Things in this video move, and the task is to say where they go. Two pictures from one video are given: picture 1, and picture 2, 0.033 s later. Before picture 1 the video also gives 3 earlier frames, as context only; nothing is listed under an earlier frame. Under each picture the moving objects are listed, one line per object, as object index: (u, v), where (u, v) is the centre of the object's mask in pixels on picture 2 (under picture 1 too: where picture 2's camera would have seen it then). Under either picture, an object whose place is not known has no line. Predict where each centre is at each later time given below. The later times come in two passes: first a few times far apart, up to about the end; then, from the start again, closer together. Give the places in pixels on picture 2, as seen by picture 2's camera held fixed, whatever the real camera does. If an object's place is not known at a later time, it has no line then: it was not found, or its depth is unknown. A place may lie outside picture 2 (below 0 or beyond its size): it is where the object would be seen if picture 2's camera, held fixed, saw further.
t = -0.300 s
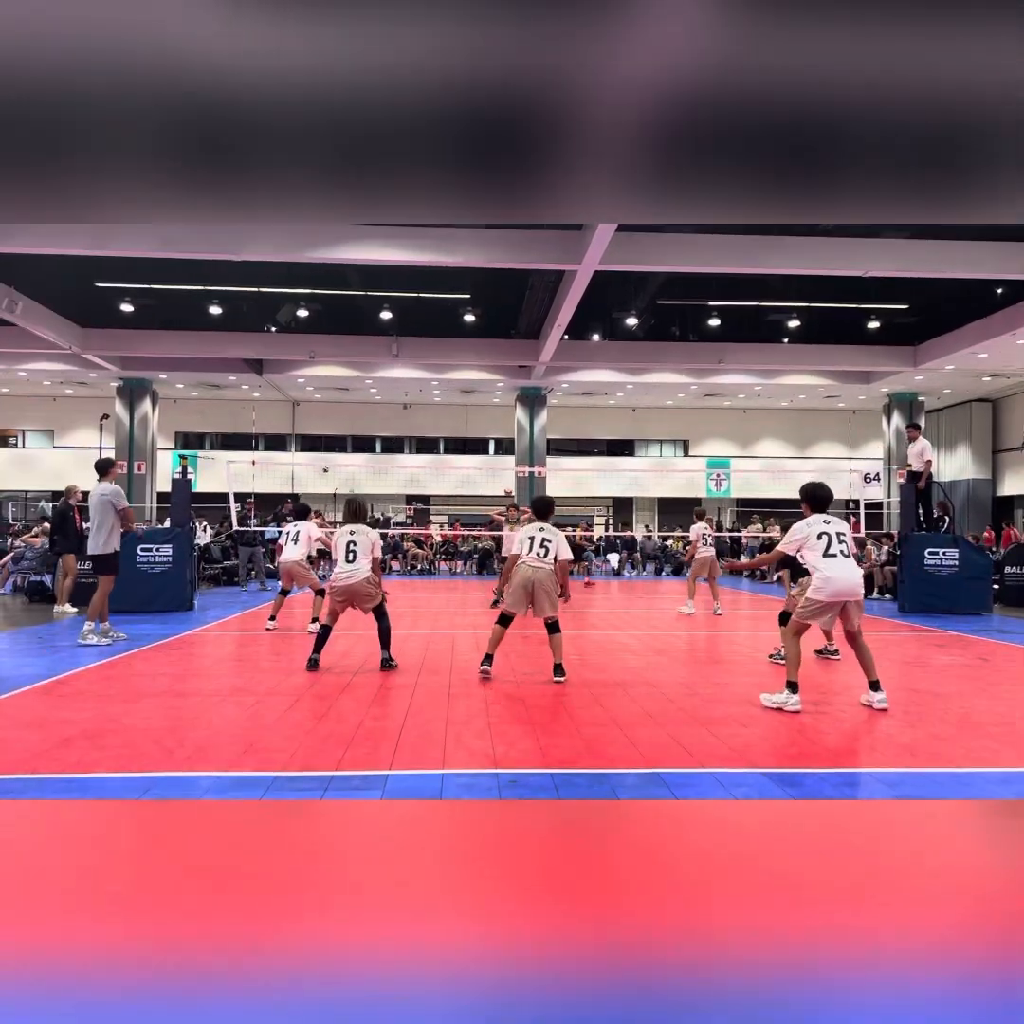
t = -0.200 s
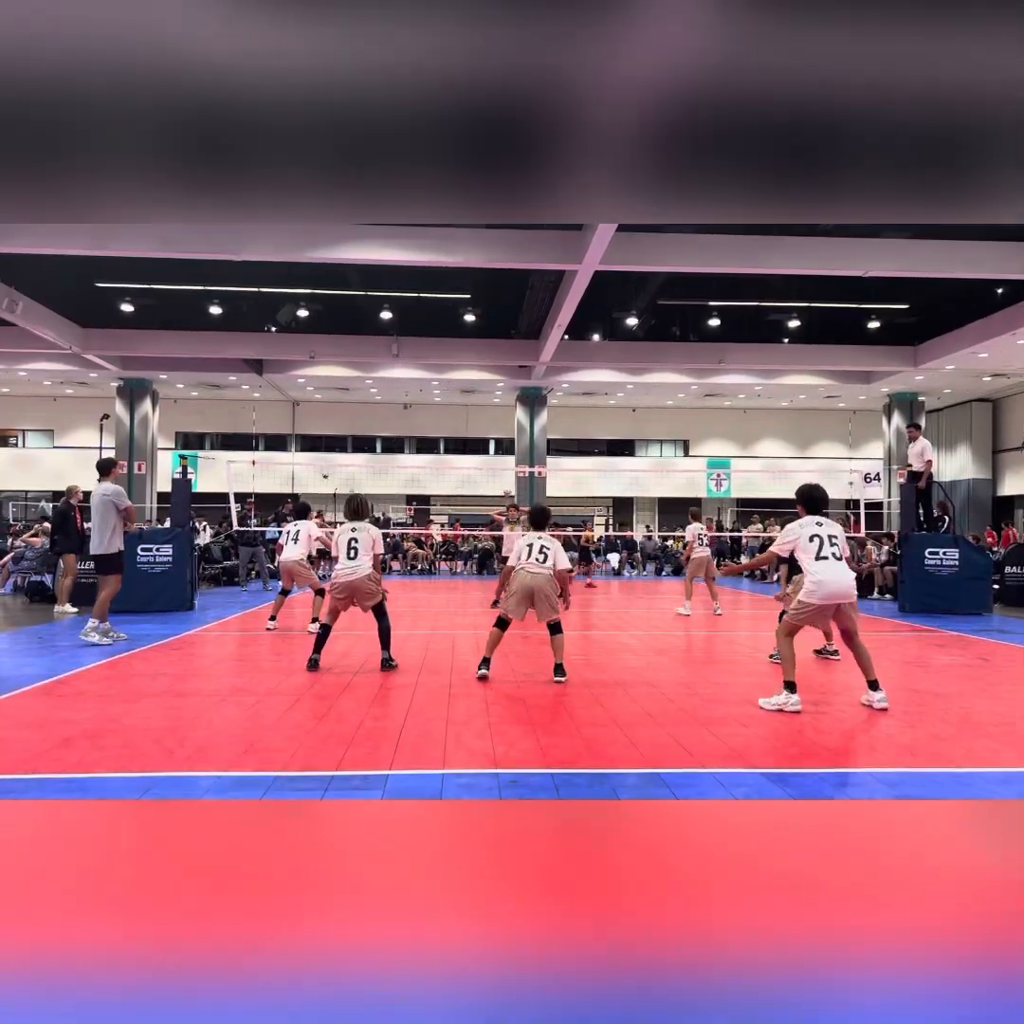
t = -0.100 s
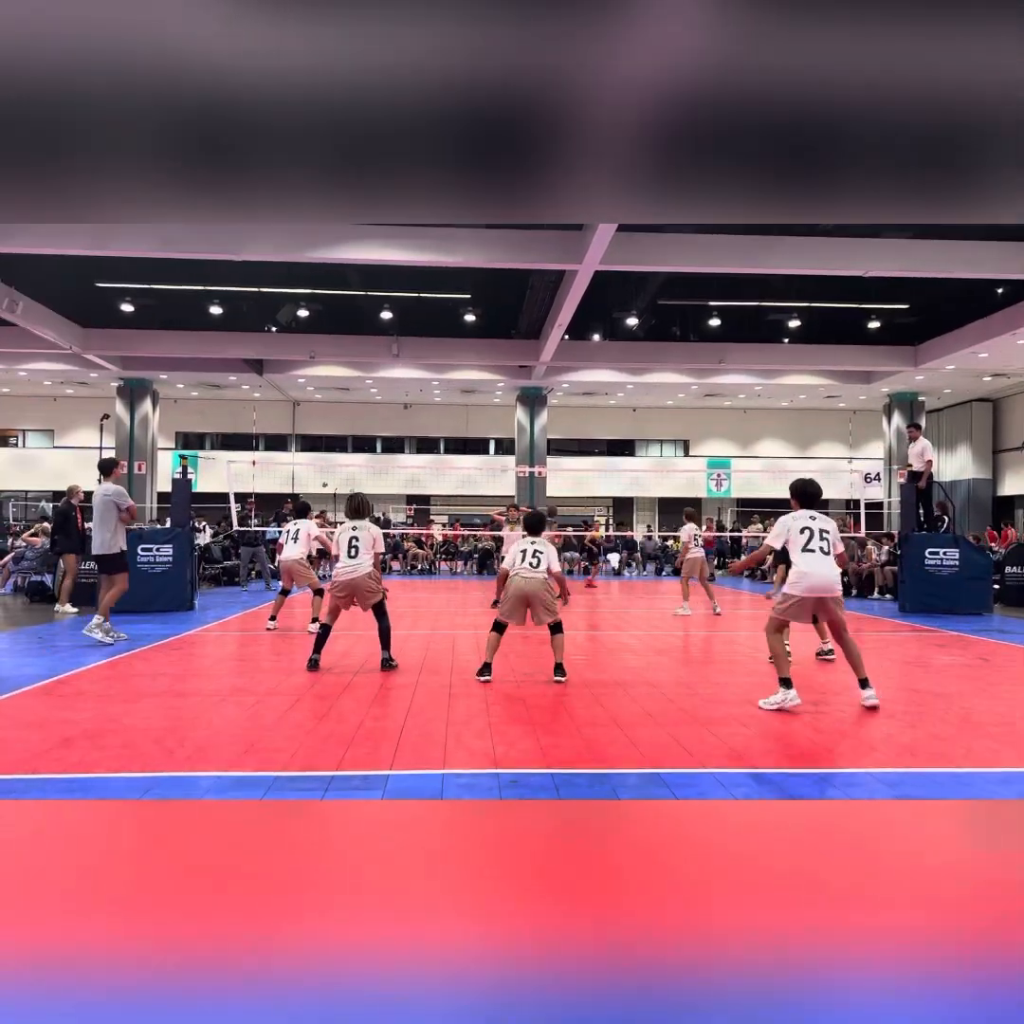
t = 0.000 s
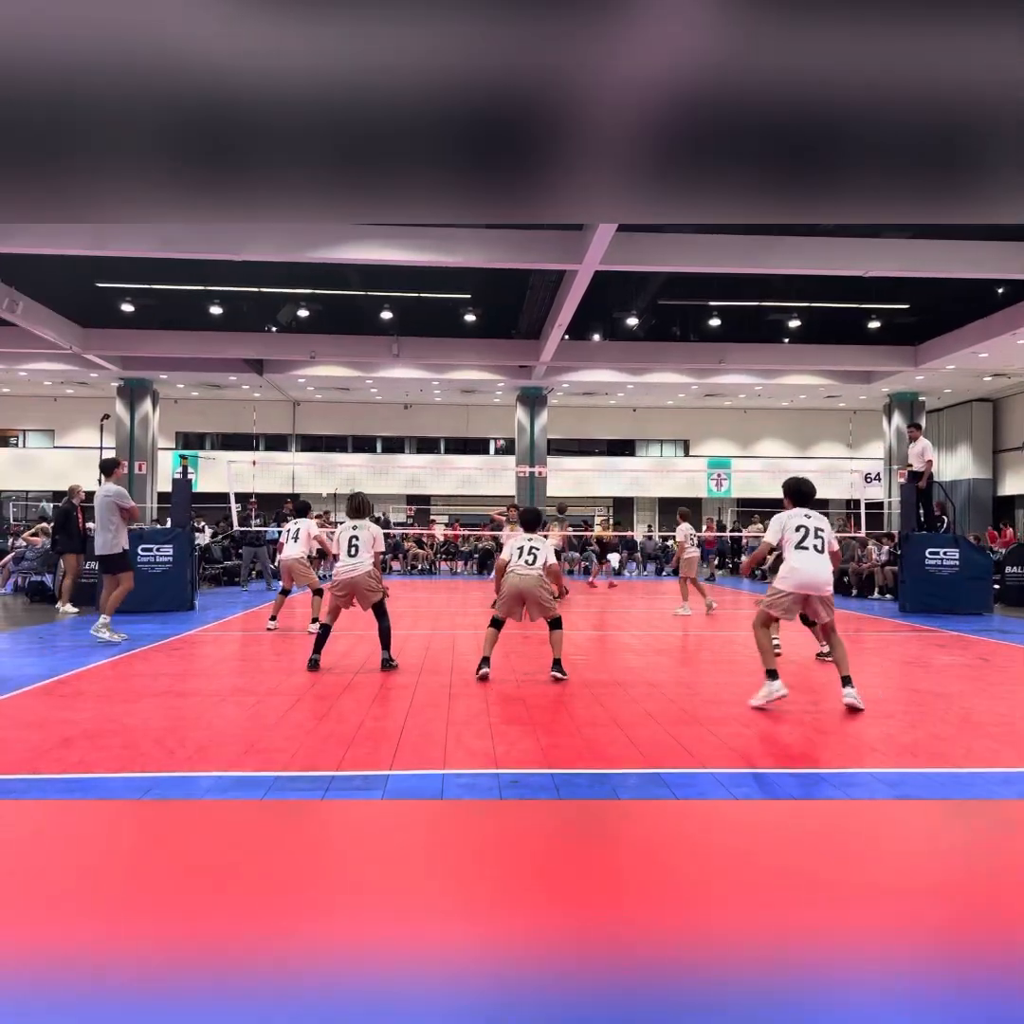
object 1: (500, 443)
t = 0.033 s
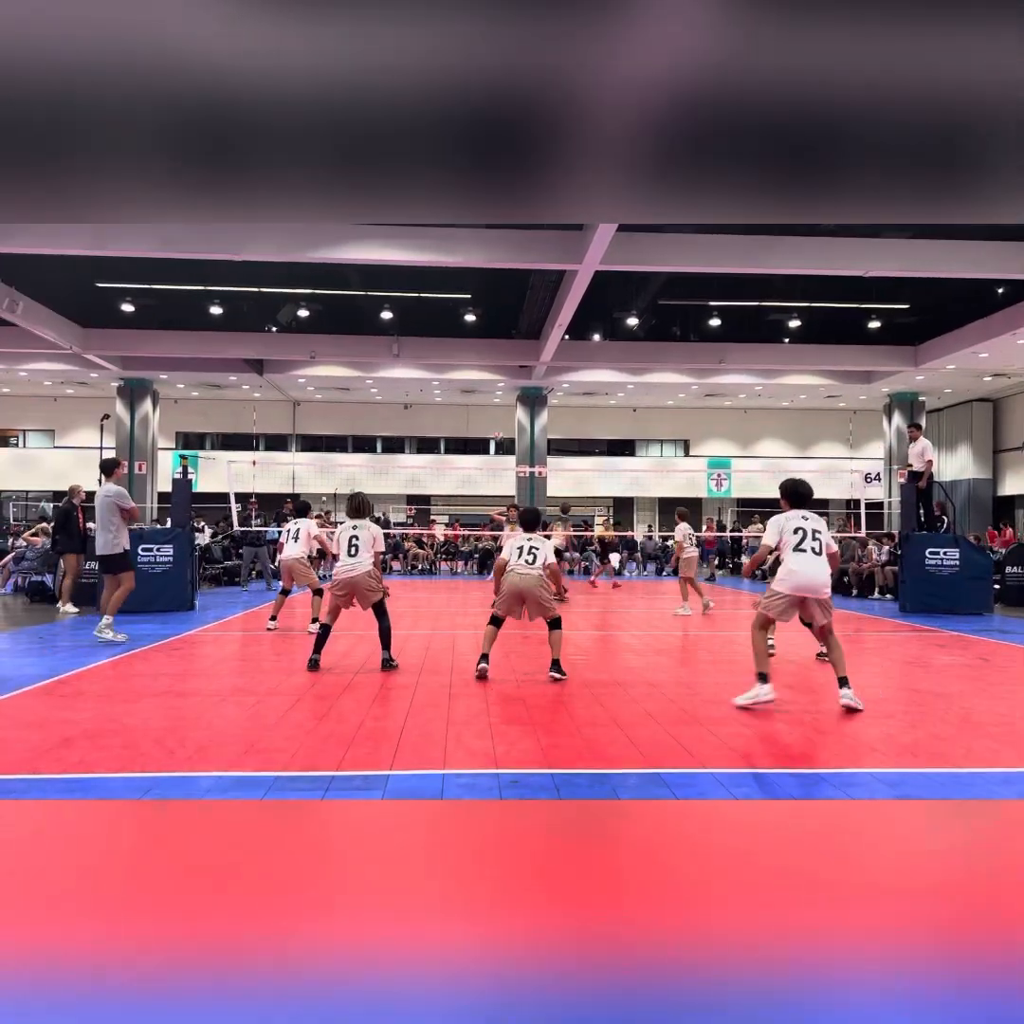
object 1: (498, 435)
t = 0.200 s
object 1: (490, 403)
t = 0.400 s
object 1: (482, 372)
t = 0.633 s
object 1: (464, 366)
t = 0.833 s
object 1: (445, 400)
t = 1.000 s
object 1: (422, 470)
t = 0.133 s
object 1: (492, 415)
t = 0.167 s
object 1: (492, 409)
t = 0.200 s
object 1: (490, 403)
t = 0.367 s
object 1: (484, 377)
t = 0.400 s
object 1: (482, 372)
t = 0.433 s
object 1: (479, 369)
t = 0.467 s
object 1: (477, 367)
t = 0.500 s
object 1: (475, 365)
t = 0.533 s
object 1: (472, 364)
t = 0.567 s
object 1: (469, 364)
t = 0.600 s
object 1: (467, 365)
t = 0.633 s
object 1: (464, 366)
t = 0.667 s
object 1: (461, 369)
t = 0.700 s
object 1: (459, 373)
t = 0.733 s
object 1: (456, 379)
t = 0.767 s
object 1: (453, 386)
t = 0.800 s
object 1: (451, 392)
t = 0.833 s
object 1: (445, 400)
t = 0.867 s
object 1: (442, 410)
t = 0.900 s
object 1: (438, 422)
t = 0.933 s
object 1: (432, 436)
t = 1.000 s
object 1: (422, 470)
